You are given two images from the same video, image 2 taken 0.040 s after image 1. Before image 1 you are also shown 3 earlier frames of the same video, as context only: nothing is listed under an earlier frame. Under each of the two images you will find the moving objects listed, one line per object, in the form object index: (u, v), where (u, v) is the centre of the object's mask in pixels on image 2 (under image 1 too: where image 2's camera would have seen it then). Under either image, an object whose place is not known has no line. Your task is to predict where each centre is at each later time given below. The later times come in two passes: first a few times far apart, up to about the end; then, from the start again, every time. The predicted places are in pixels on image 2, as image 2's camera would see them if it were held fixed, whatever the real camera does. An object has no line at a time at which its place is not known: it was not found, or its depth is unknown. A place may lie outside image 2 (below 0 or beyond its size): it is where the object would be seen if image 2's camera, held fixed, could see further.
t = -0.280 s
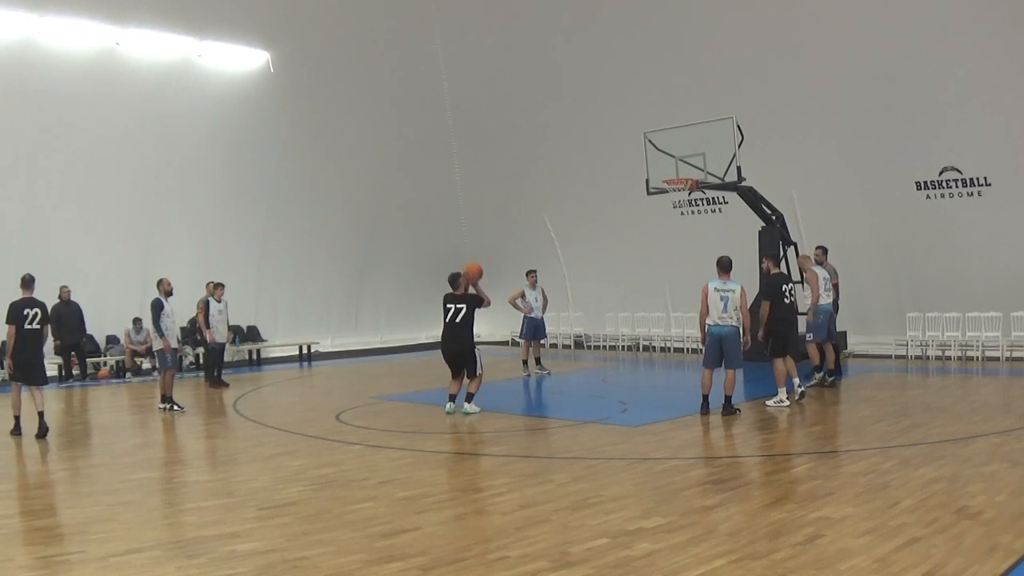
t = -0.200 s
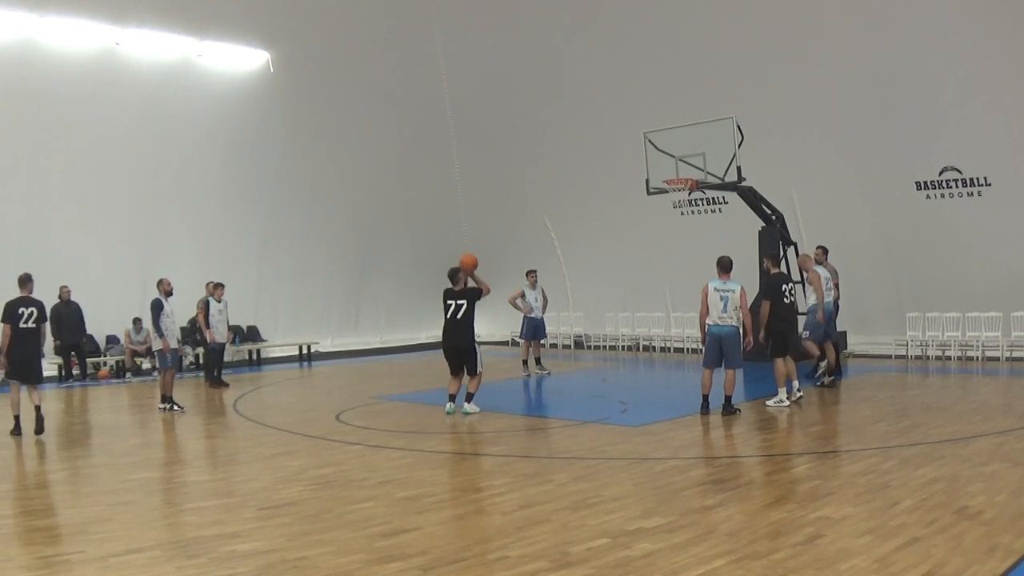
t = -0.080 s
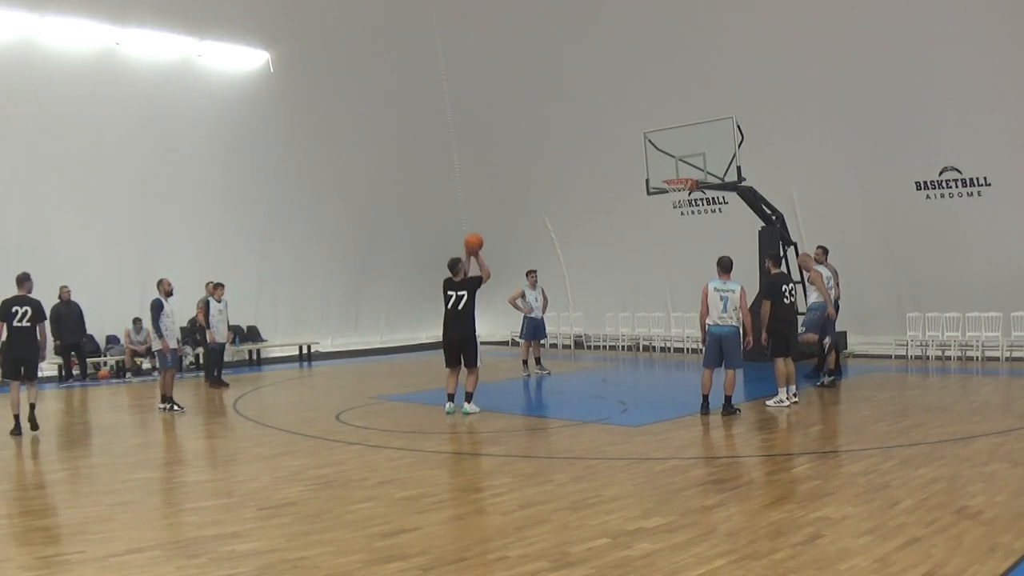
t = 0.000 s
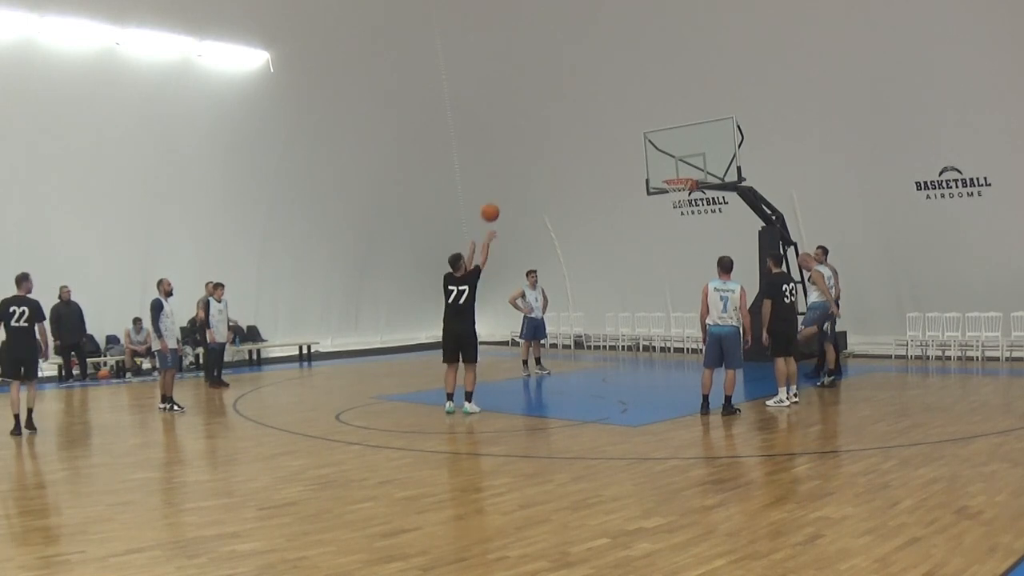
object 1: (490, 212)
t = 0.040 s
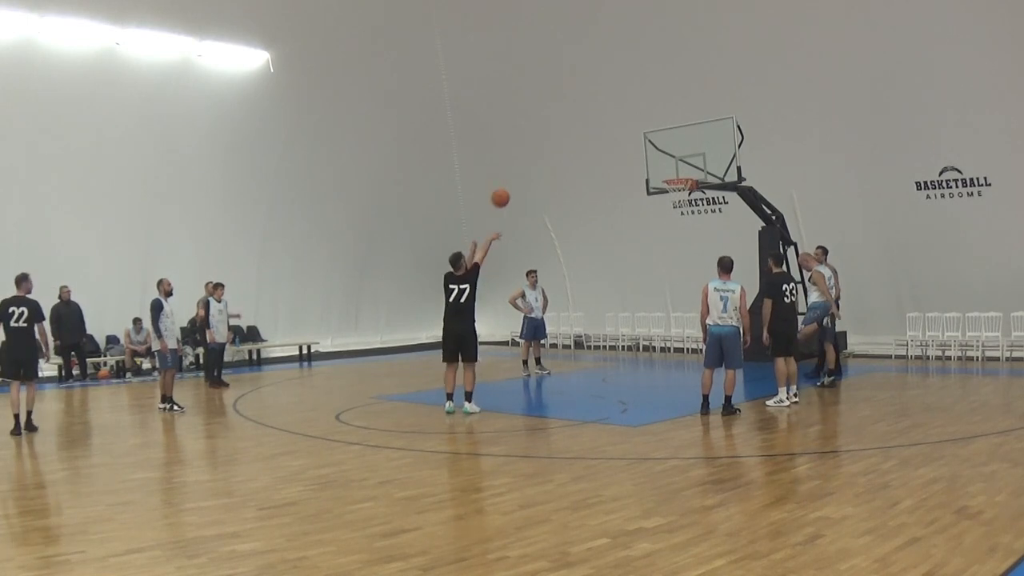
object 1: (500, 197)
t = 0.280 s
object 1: (557, 141)
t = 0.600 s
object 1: (624, 133)
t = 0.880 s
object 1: (677, 175)
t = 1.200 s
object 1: (673, 251)
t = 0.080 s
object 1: (510, 184)
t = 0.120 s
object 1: (519, 172)
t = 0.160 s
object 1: (529, 162)
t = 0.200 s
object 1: (539, 154)
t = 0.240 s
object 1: (548, 147)
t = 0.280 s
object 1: (557, 141)
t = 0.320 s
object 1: (566, 136)
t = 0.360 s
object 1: (574, 132)
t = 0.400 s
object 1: (583, 130)
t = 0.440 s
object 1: (591, 128)
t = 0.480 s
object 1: (600, 128)
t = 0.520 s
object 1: (608, 129)
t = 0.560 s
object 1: (616, 130)
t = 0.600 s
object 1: (624, 133)
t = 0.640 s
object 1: (632, 137)
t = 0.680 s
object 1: (639, 142)
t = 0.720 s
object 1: (647, 147)
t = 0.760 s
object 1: (655, 154)
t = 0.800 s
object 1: (662, 161)
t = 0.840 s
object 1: (669, 169)
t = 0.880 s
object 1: (677, 175)
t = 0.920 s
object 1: (680, 186)
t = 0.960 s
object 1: (682, 197)
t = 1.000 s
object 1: (680, 202)
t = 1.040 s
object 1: (678, 210)
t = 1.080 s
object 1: (677, 218)
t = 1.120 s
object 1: (675, 228)
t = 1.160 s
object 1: (674, 239)
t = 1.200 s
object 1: (673, 251)
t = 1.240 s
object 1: (672, 265)
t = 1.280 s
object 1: (670, 279)
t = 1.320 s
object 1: (669, 294)
